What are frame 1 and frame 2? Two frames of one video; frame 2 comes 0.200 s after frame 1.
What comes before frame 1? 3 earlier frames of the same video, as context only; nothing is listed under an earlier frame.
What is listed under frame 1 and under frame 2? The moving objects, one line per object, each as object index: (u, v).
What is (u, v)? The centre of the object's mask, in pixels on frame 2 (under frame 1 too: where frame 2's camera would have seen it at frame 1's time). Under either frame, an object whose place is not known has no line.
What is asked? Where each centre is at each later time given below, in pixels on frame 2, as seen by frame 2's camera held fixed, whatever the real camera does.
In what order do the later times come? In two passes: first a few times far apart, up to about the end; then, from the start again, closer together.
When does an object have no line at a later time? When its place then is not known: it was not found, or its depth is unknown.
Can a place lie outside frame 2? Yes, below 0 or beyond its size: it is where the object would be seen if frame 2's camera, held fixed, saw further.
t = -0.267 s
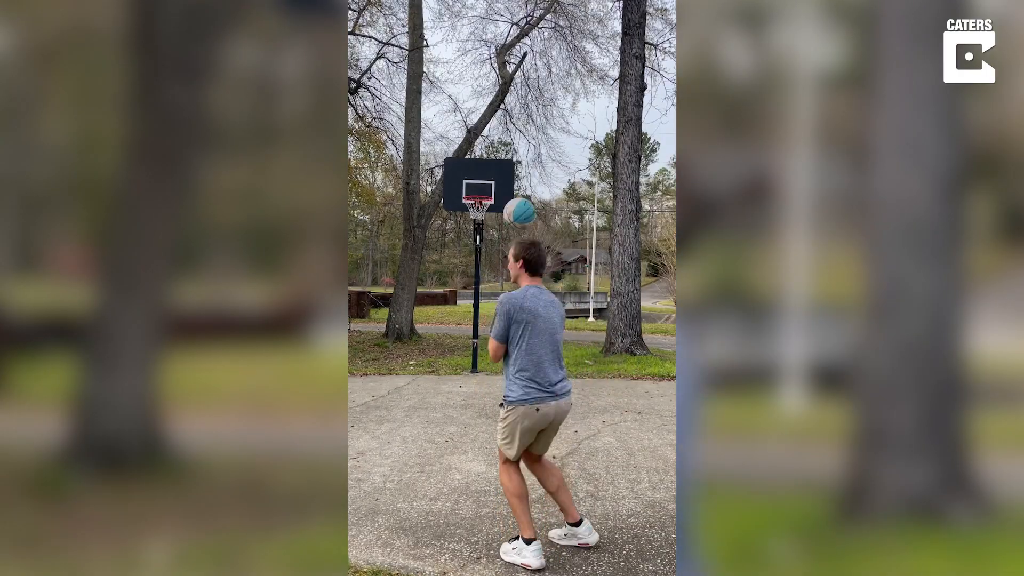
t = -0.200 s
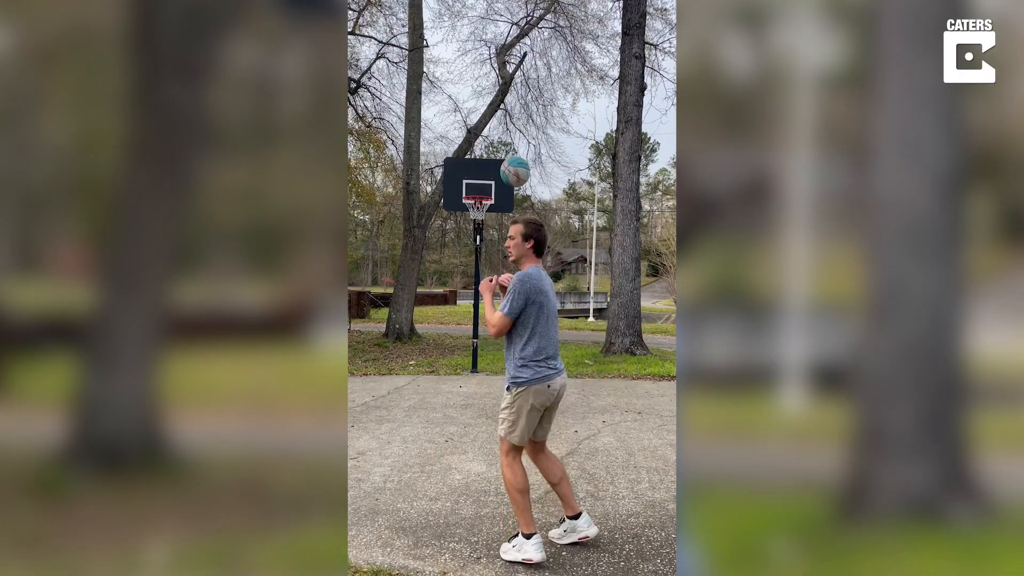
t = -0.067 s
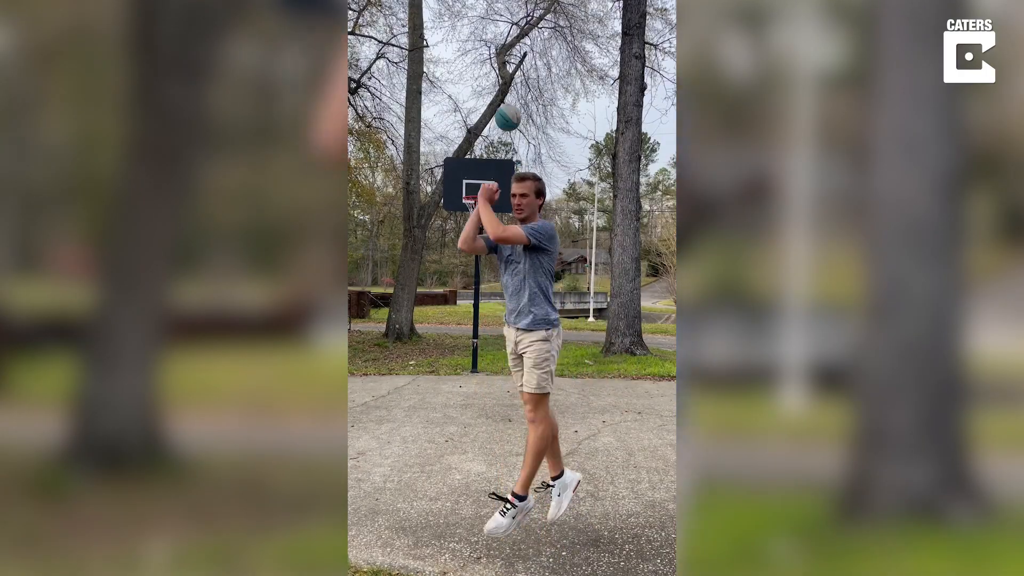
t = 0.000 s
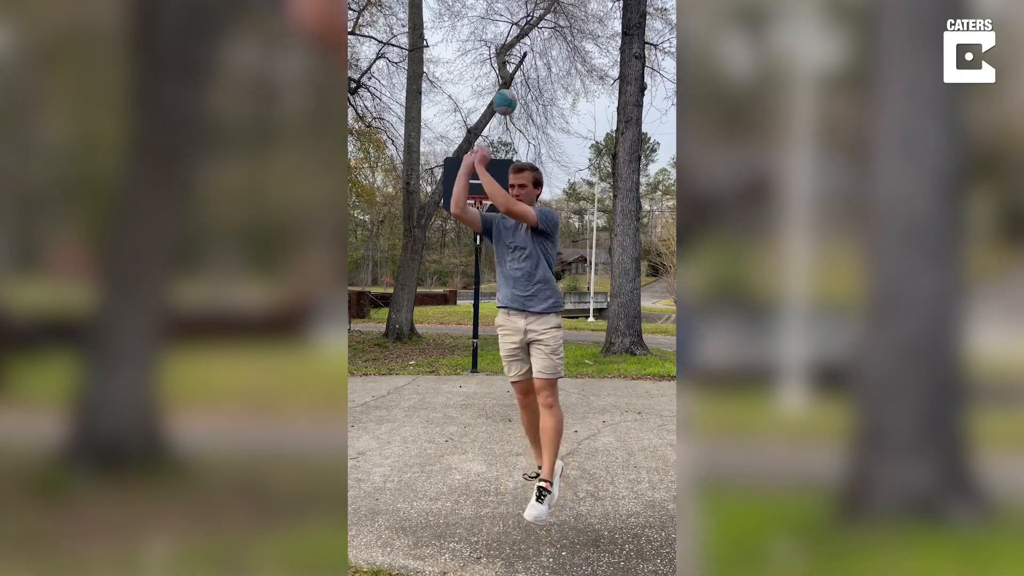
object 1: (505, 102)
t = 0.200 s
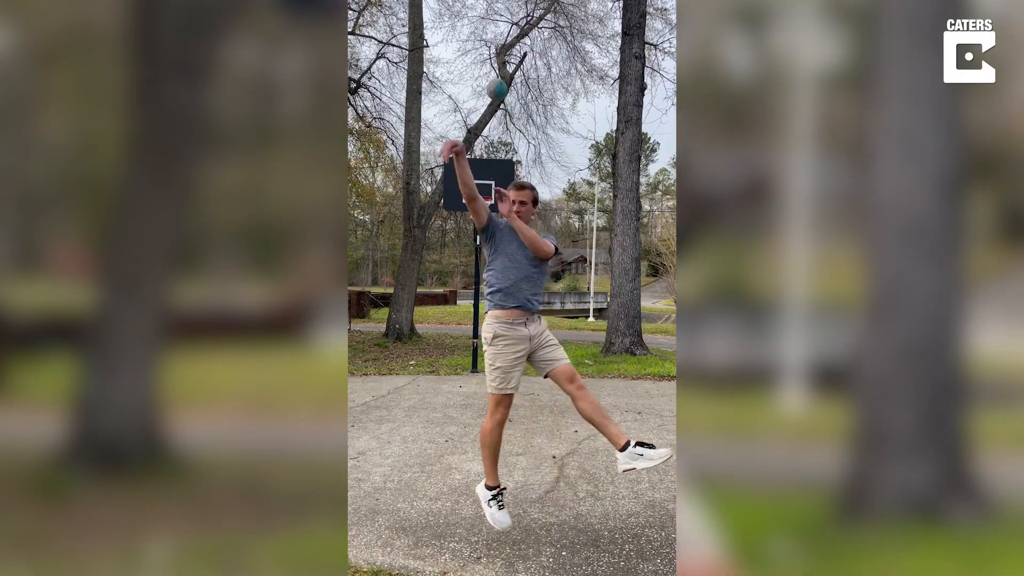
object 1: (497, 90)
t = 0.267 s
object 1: (495, 93)
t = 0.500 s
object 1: (488, 128)
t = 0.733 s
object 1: (483, 186)
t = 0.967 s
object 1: (468, 212)
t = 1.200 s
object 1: (473, 227)
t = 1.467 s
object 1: (479, 288)
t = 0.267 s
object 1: (495, 93)
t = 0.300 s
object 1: (494, 97)
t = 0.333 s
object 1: (493, 100)
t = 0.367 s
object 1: (491, 104)
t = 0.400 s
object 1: (491, 109)
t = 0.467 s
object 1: (488, 121)
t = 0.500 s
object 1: (488, 128)
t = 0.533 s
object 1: (487, 135)
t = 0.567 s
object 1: (487, 143)
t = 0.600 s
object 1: (485, 151)
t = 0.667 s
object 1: (485, 168)
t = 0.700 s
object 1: (484, 177)
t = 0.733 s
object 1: (483, 186)
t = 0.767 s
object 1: (483, 193)
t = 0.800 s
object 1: (480, 202)
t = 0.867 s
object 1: (469, 211)
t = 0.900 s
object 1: (467, 212)
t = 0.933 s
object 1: (467, 211)
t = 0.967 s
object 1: (468, 212)
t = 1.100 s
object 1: (471, 216)
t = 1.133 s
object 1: (472, 219)
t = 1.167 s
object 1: (473, 223)
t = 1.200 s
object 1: (473, 227)
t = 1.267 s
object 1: (475, 238)
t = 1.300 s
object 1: (476, 244)
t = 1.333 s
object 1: (477, 251)
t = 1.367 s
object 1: (477, 259)
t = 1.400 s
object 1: (478, 268)
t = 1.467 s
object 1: (479, 288)
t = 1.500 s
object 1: (480, 299)
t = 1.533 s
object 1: (480, 311)
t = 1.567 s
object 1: (481, 324)
